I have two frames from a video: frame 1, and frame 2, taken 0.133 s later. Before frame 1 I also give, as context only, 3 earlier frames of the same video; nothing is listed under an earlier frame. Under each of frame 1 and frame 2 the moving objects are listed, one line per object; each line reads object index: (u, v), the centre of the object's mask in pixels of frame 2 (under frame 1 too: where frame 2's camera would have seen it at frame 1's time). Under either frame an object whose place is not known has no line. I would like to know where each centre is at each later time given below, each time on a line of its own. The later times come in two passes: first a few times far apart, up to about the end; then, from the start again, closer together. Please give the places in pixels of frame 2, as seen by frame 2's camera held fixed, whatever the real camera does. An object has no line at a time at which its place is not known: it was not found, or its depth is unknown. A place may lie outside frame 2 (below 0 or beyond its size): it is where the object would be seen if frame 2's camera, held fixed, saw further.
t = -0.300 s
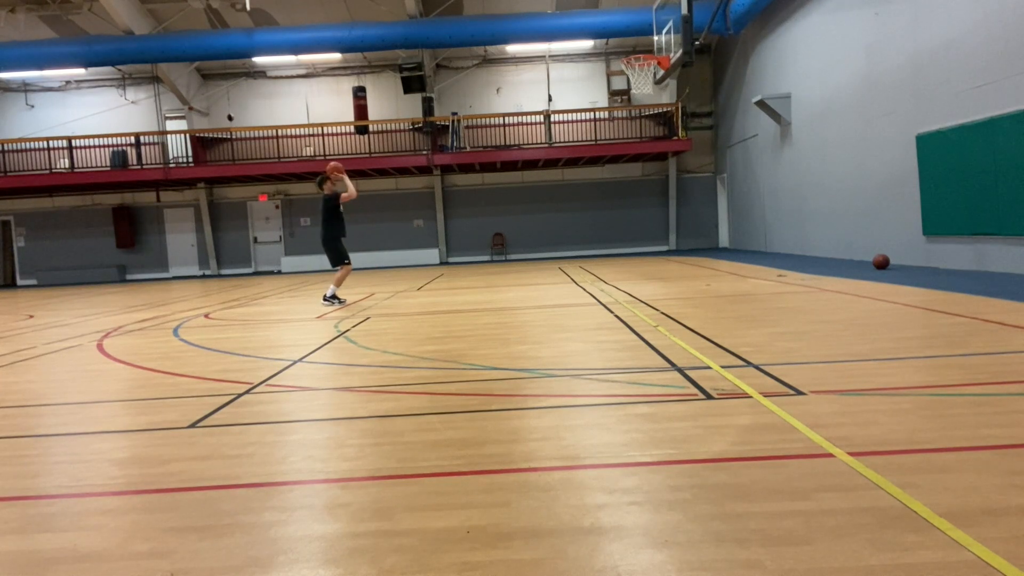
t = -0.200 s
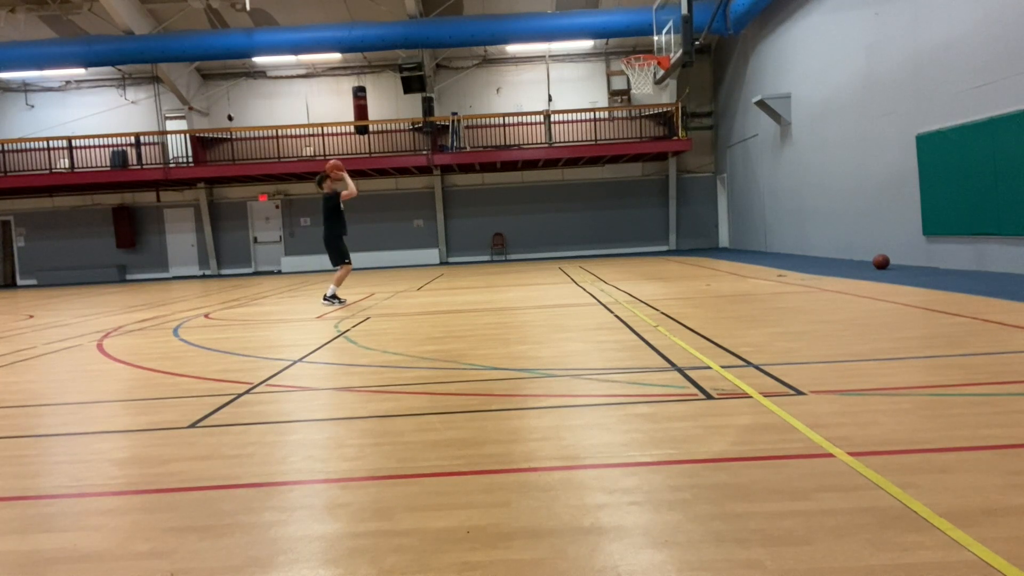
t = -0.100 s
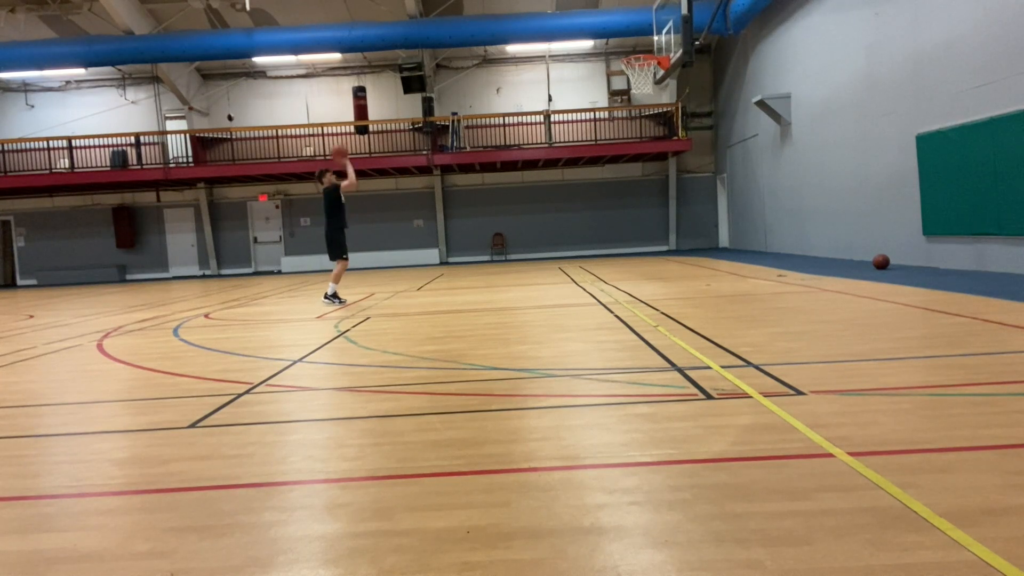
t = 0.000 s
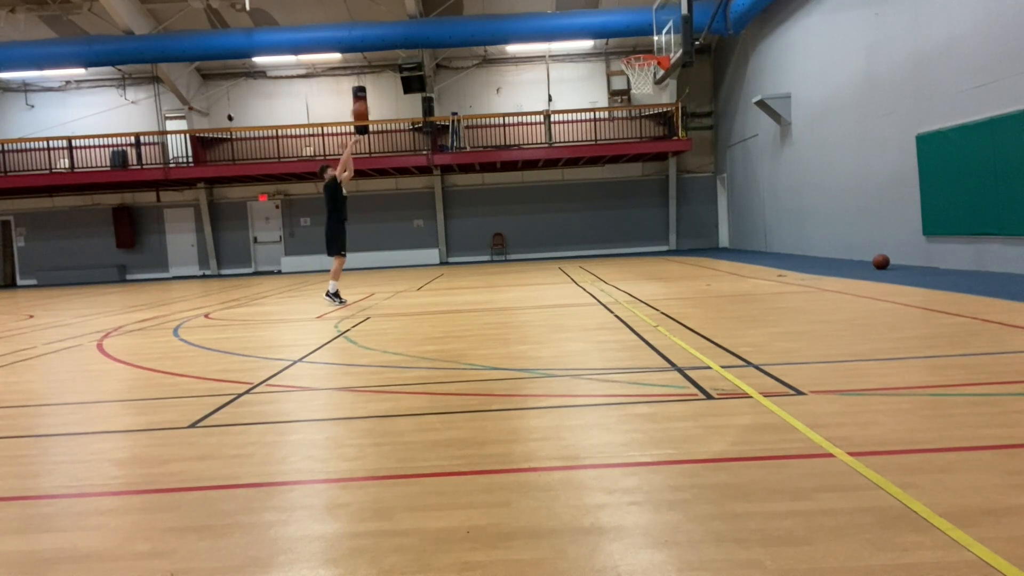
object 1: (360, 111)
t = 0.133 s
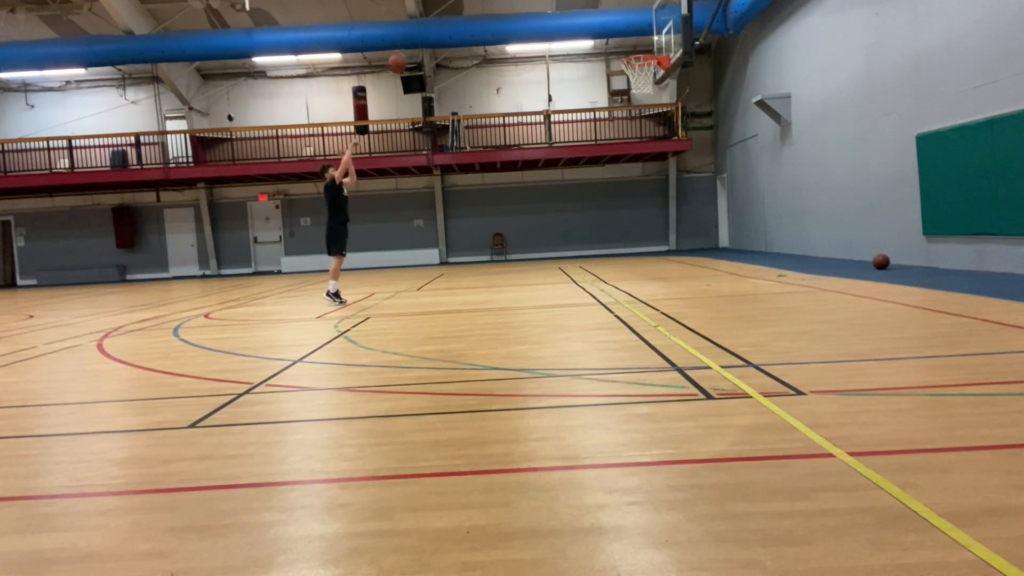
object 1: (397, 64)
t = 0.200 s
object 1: (417, 45)
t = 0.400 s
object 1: (474, 7)
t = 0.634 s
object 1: (544, 4)
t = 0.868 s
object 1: (614, 33)
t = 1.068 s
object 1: (649, 90)
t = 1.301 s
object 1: (646, 160)
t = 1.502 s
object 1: (645, 252)
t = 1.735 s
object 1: (622, 219)
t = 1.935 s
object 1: (598, 176)
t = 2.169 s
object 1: (571, 161)
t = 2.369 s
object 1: (550, 180)
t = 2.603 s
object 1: (528, 238)
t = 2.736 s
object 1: (516, 287)
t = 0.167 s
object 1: (407, 54)
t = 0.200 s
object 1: (417, 45)
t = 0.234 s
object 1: (426, 37)
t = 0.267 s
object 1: (435, 29)
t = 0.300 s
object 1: (445, 21)
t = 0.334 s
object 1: (455, 16)
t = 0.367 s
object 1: (465, 10)
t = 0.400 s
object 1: (474, 7)
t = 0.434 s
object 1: (485, 6)
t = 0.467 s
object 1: (495, 5)
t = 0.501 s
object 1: (504, 4)
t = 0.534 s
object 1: (514, 3)
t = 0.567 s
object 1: (524, 3)
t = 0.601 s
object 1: (534, 3)
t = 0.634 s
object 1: (544, 4)
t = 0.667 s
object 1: (554, 6)
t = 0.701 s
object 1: (564, 7)
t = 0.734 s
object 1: (573, 9)
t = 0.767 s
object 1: (584, 14)
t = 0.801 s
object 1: (594, 20)
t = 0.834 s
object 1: (604, 27)
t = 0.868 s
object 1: (614, 33)
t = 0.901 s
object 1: (624, 41)
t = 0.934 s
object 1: (632, 48)
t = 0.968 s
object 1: (646, 59)
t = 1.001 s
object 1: (650, 69)
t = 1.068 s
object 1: (649, 90)
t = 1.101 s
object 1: (649, 94)
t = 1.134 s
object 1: (648, 103)
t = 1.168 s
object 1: (648, 114)
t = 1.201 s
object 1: (648, 124)
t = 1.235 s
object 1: (647, 135)
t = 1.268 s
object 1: (646, 148)
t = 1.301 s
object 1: (646, 160)
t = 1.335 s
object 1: (645, 174)
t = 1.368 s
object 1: (645, 189)
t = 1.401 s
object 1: (645, 203)
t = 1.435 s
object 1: (644, 219)
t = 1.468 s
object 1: (645, 235)
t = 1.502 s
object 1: (645, 252)
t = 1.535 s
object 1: (645, 270)
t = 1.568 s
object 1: (644, 278)
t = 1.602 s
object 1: (639, 263)
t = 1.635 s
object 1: (635, 251)
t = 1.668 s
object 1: (631, 239)
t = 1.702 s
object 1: (627, 229)
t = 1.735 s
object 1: (622, 219)
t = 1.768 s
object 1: (619, 209)
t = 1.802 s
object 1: (614, 201)
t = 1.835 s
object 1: (610, 194)
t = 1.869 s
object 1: (606, 187)
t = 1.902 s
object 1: (602, 181)
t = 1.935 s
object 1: (598, 176)
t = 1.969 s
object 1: (595, 171)
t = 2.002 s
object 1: (590, 166)
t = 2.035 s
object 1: (587, 164)
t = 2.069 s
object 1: (583, 162)
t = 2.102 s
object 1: (579, 161)
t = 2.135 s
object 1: (575, 161)
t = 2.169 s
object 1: (571, 161)
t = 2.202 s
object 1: (568, 162)
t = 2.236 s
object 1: (564, 164)
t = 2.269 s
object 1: (560, 167)
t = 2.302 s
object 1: (557, 170)
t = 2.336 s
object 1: (554, 175)
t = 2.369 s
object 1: (550, 180)
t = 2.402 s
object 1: (546, 186)
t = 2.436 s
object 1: (544, 193)
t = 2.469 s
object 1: (540, 201)
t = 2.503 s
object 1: (537, 209)
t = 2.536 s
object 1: (534, 218)
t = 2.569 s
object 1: (531, 228)
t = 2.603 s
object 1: (528, 238)
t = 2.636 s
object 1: (525, 249)
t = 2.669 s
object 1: (522, 261)
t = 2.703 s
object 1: (519, 274)
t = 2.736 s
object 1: (516, 287)
